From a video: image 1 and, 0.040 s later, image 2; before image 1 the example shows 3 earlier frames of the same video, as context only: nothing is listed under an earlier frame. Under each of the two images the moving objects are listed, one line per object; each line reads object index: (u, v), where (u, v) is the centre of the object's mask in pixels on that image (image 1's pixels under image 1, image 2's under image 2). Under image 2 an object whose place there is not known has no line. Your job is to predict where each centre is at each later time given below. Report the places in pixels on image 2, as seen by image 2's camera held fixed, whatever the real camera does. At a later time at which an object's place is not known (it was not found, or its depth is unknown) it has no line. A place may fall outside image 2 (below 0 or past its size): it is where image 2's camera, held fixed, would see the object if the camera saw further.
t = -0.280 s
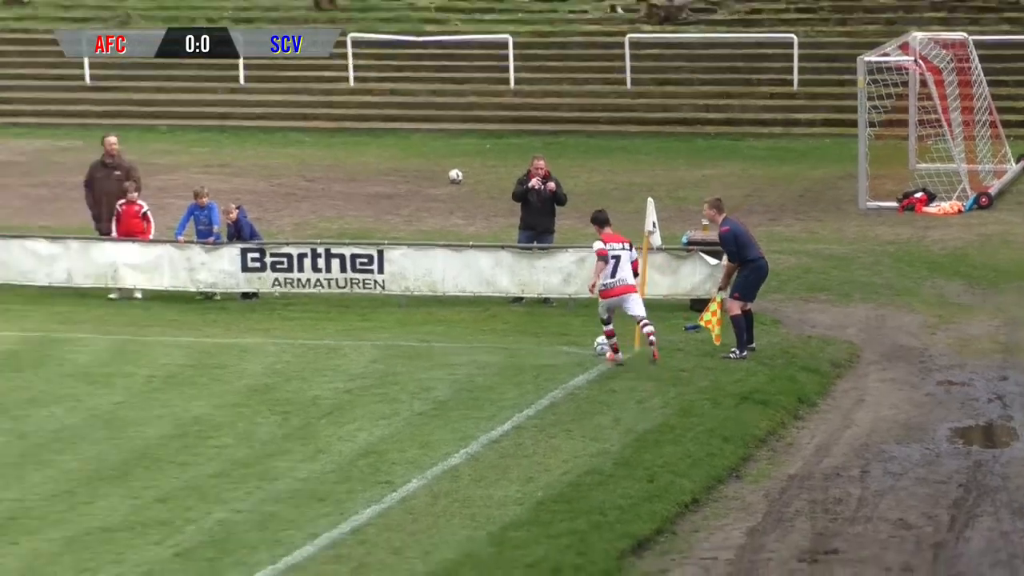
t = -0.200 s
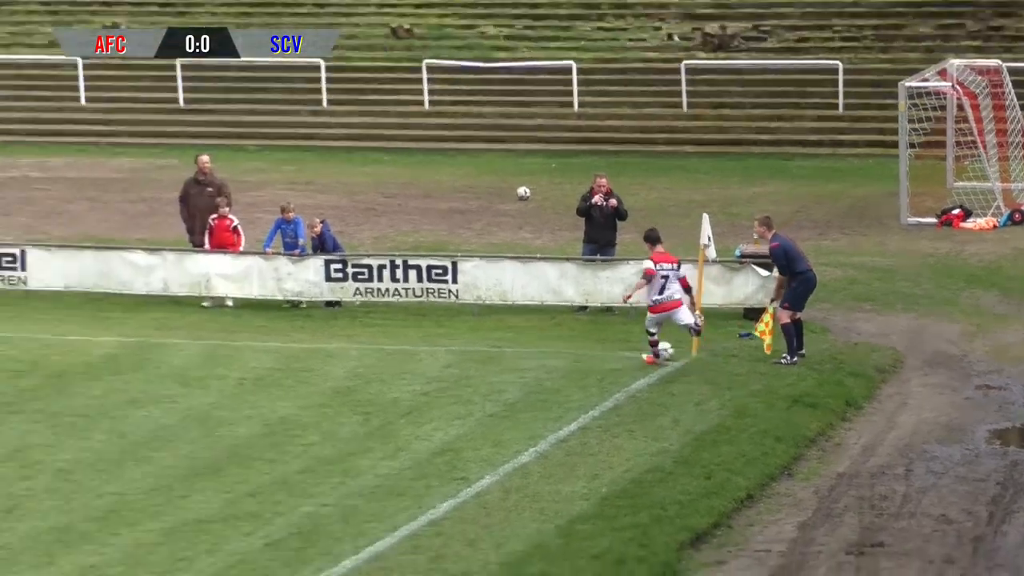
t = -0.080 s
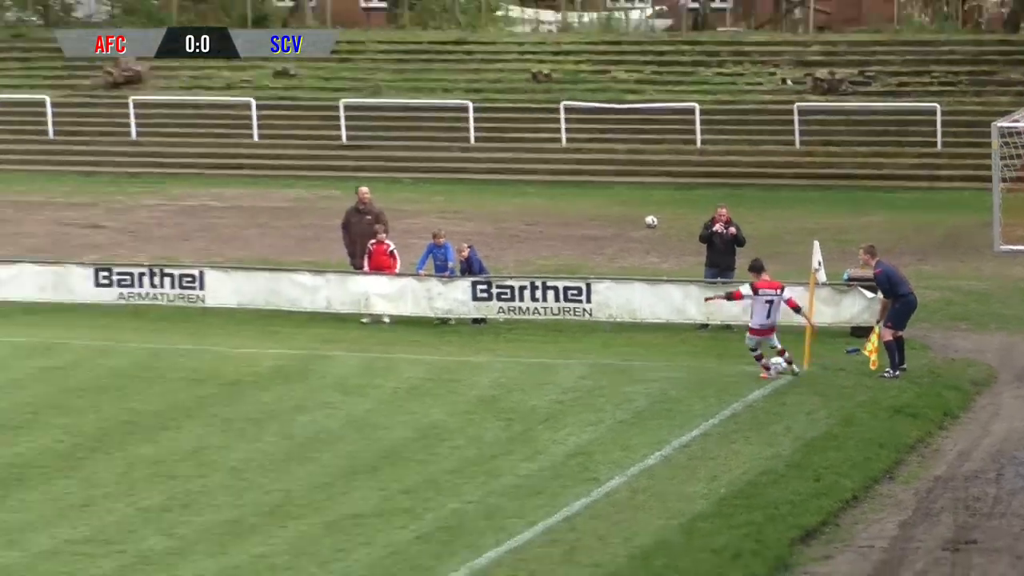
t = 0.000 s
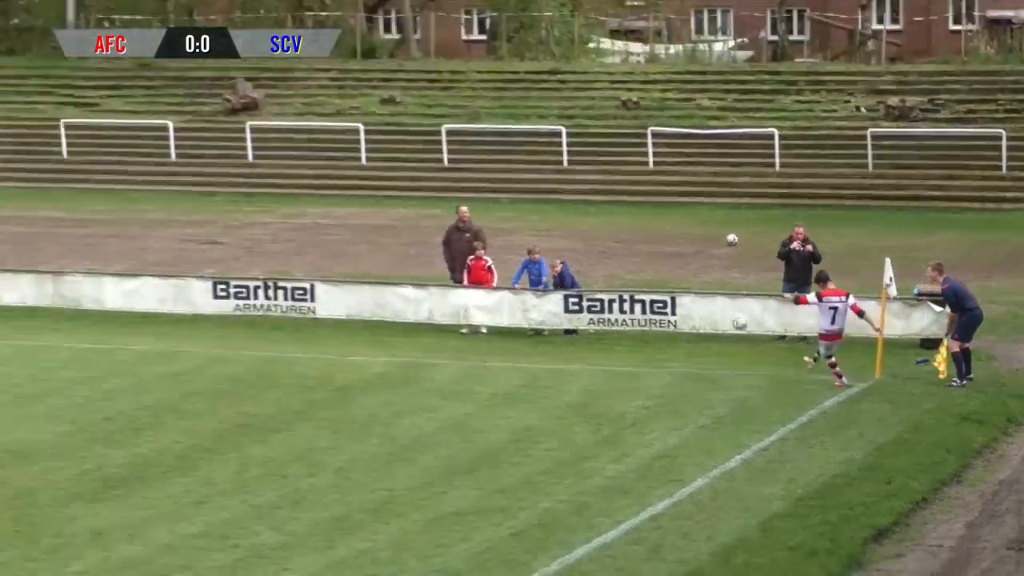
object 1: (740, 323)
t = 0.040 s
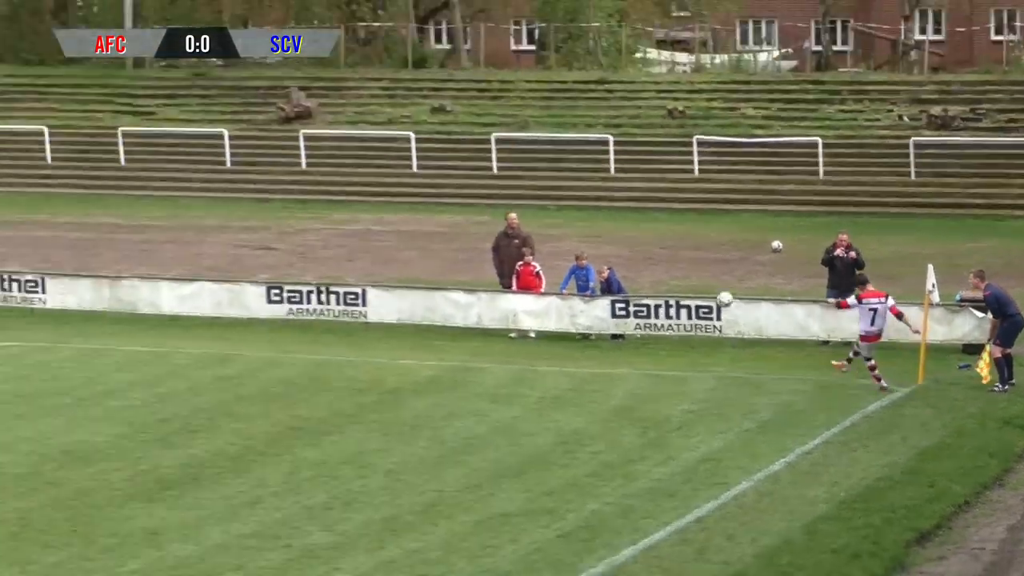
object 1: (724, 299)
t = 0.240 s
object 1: (452, 187)
